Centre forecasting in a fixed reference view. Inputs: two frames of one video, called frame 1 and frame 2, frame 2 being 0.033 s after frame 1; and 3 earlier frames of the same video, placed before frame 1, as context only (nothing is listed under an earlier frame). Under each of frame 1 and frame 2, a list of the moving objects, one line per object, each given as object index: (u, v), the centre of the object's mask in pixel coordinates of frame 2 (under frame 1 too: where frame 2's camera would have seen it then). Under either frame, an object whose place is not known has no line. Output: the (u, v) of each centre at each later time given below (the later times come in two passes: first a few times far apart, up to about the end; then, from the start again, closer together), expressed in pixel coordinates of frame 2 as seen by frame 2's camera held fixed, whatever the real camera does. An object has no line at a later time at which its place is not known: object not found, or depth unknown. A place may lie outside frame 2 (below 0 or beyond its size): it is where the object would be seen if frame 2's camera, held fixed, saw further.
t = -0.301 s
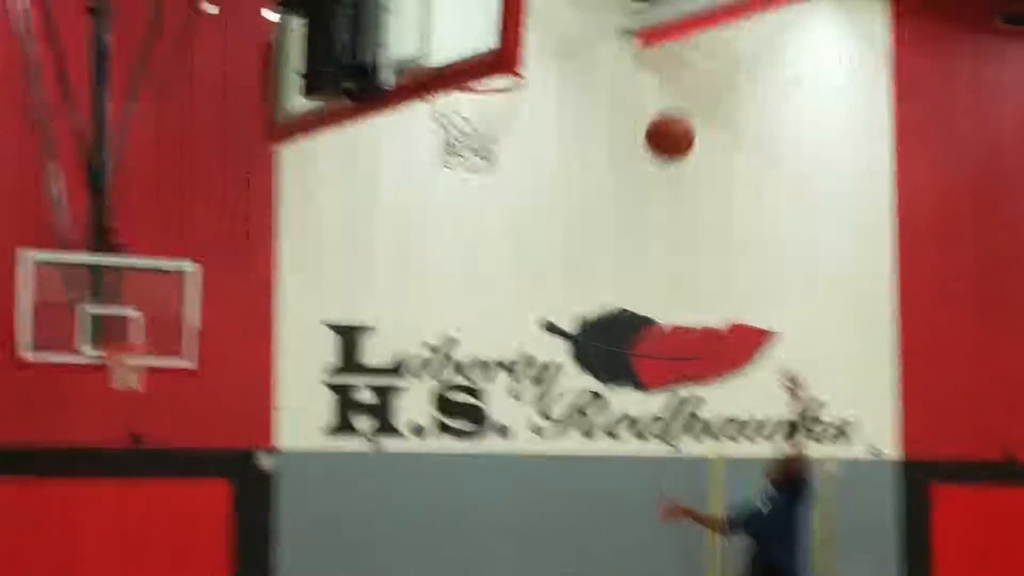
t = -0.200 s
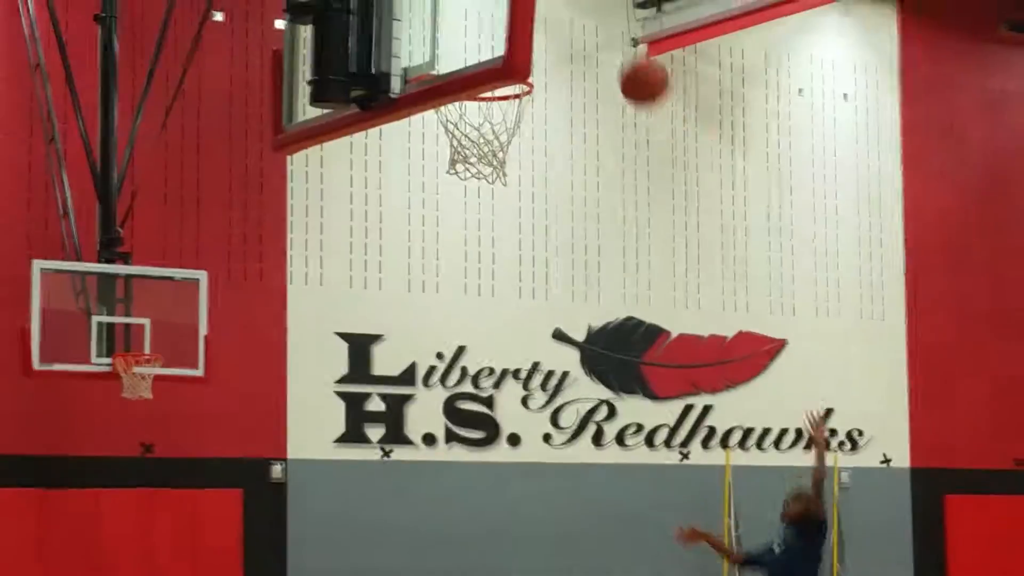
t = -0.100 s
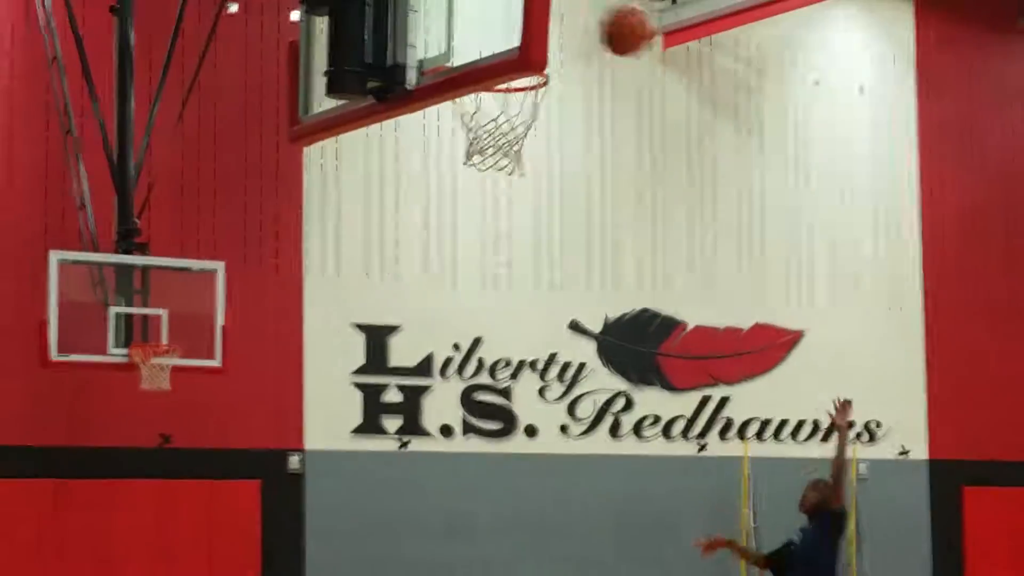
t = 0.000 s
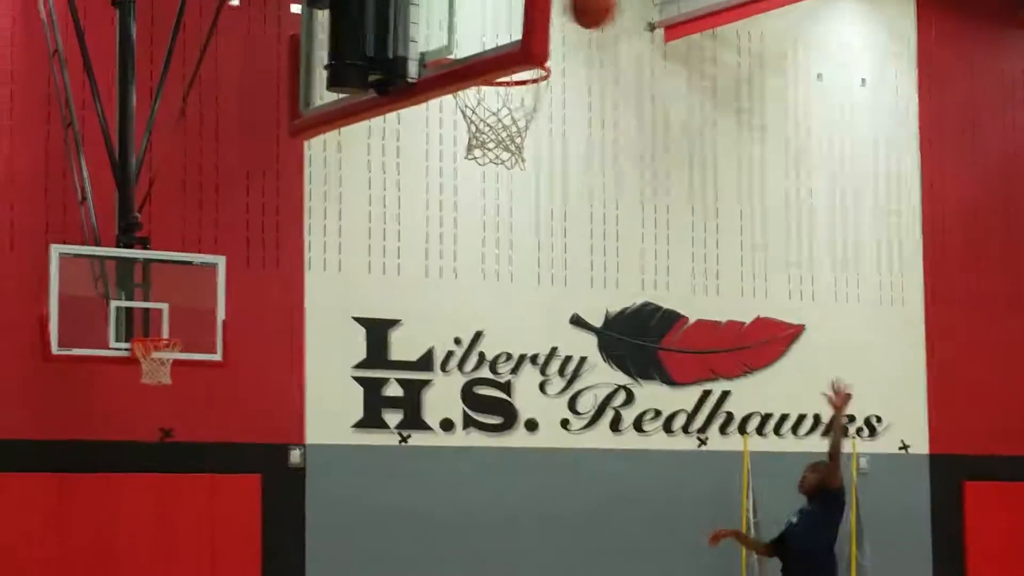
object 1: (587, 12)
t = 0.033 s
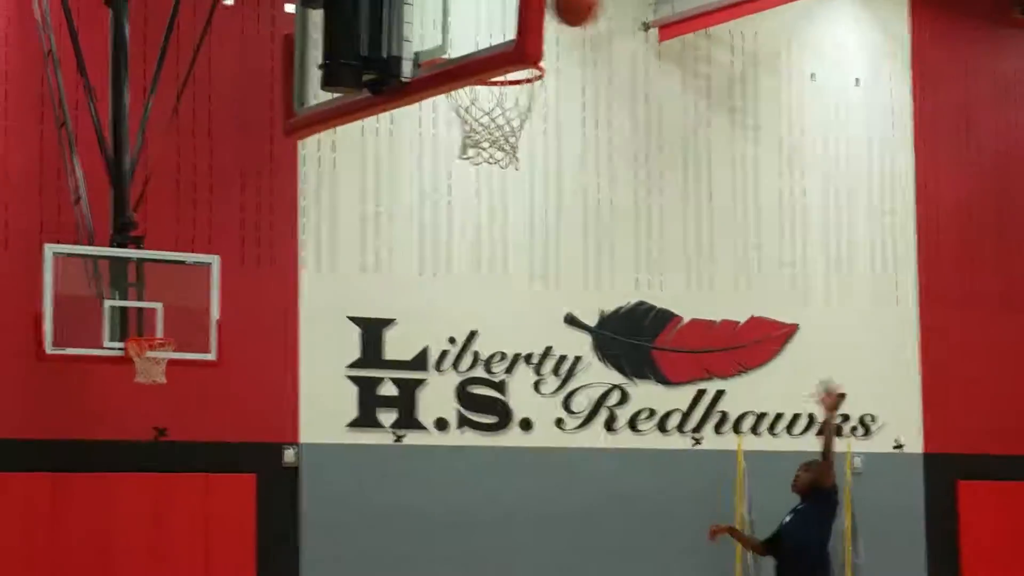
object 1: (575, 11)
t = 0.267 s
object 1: (483, 41)
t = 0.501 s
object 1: (457, 134)
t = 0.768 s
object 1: (475, 279)
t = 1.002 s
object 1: (491, 535)
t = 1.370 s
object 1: (528, 559)
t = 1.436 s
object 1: (538, 510)
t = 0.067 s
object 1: (566, 13)
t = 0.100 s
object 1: (560, 15)
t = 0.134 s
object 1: (554, 19)
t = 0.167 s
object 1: (511, 21)
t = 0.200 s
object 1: (504, 25)
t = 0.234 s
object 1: (497, 32)
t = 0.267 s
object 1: (483, 41)
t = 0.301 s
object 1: (491, 85)
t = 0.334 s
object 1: (473, 99)
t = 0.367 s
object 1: (461, 110)
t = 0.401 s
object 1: (455, 117)
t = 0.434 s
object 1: (453, 120)
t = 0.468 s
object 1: (455, 125)
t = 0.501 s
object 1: (457, 134)
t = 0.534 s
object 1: (459, 143)
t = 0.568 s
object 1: (462, 154)
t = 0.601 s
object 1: (464, 170)
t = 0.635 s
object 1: (466, 186)
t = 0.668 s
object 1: (468, 206)
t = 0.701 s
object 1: (471, 228)
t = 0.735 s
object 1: (473, 252)
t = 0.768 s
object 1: (475, 279)
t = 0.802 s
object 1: (478, 307)
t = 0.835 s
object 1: (481, 338)
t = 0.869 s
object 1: (483, 381)
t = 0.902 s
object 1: (486, 411)
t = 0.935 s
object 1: (486, 451)
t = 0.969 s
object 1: (488, 491)
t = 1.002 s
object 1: (491, 535)
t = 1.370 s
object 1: (528, 559)
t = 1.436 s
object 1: (538, 510)
